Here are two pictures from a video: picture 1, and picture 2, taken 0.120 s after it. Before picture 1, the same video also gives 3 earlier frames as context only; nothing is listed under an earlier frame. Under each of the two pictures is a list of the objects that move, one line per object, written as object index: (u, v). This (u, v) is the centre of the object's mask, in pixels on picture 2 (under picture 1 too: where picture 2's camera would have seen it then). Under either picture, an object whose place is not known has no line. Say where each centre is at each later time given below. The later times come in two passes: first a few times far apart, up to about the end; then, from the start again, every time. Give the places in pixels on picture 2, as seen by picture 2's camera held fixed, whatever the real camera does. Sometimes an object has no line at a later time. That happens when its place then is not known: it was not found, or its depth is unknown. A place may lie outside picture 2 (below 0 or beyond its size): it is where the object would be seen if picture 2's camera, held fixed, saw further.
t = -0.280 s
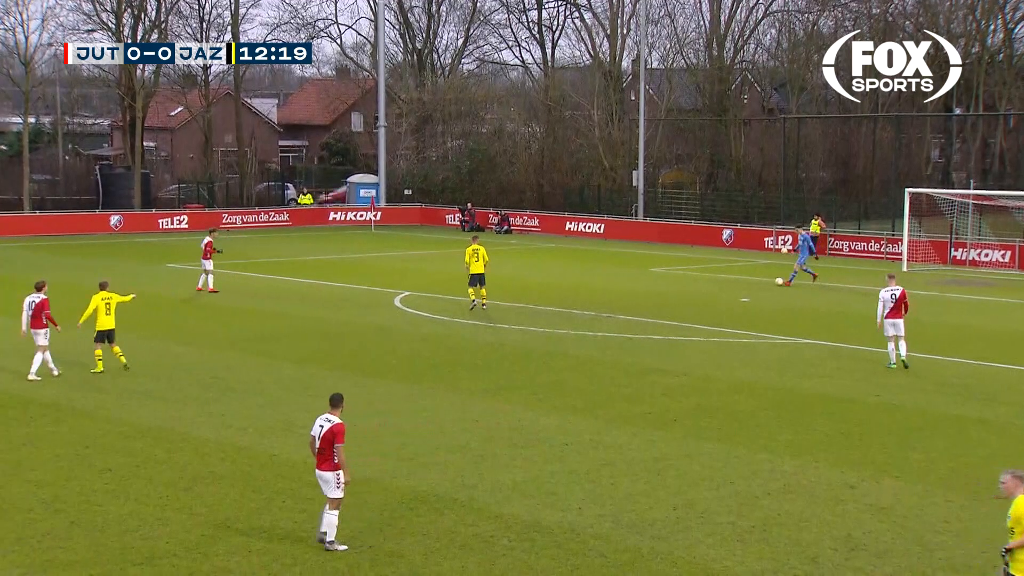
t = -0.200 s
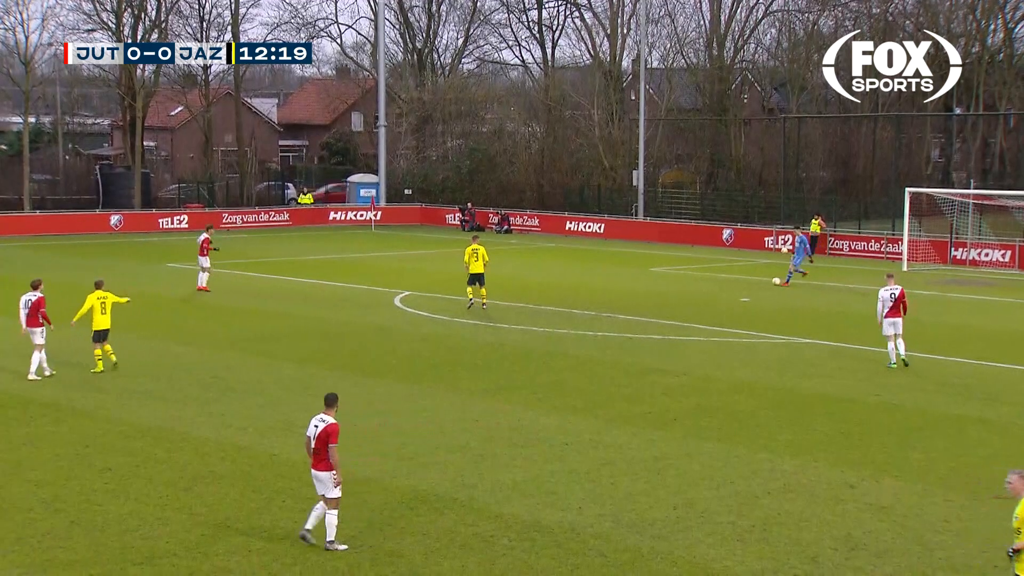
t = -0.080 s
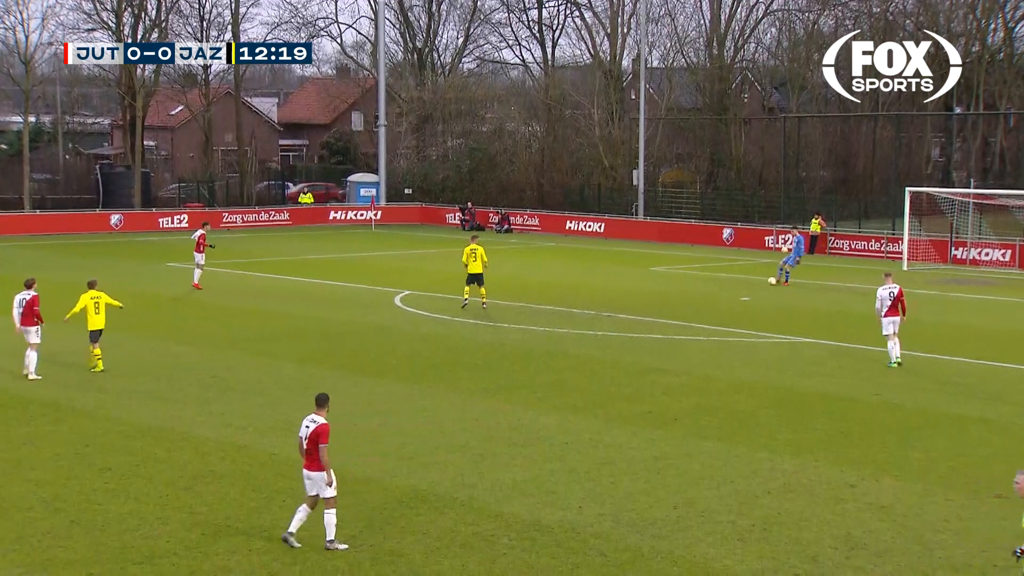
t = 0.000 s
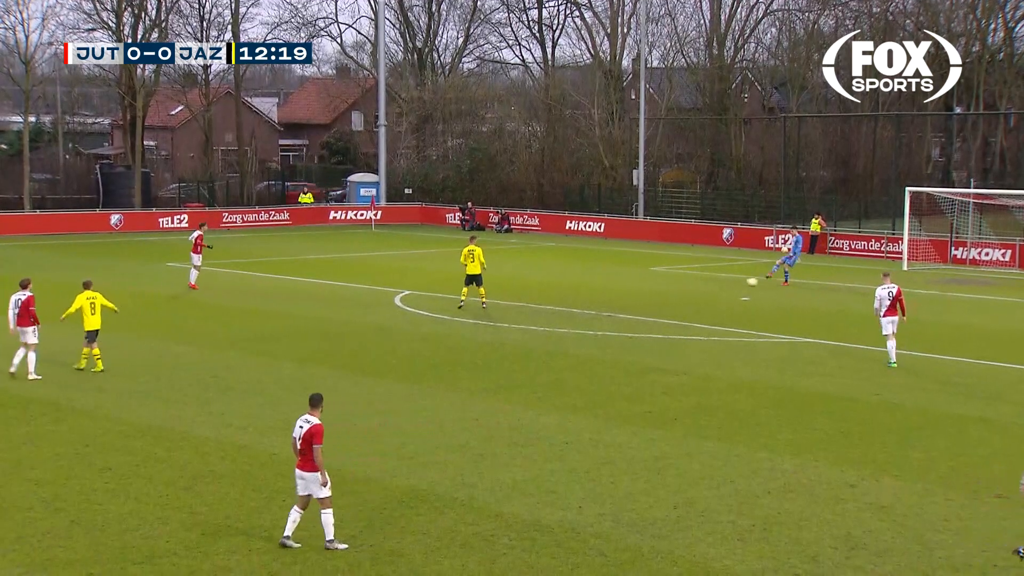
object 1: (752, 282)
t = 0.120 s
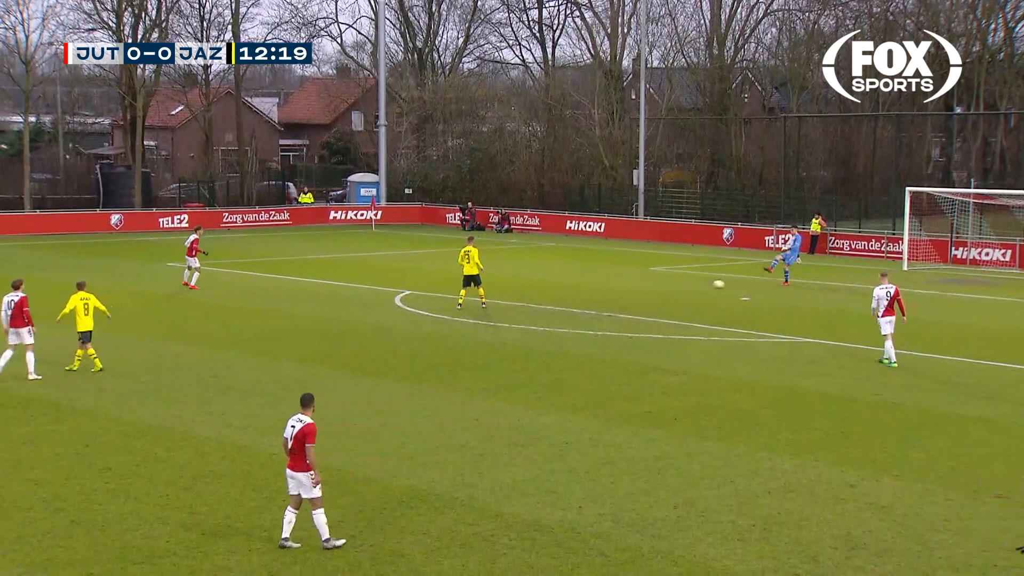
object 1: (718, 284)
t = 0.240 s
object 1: (686, 287)
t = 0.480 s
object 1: (626, 292)
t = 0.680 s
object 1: (582, 294)
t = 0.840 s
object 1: (550, 296)
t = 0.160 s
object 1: (707, 285)
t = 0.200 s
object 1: (696, 286)
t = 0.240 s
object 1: (686, 287)
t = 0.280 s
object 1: (676, 287)
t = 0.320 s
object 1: (665, 288)
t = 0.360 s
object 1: (655, 289)
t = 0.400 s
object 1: (645, 290)
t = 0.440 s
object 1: (636, 290)
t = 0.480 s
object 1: (626, 292)
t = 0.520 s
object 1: (617, 292)
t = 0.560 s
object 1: (608, 292)
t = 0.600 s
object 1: (599, 293)
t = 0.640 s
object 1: (590, 294)
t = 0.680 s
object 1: (582, 294)
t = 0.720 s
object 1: (574, 295)
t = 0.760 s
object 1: (566, 295)
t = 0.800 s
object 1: (558, 297)
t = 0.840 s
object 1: (550, 296)
